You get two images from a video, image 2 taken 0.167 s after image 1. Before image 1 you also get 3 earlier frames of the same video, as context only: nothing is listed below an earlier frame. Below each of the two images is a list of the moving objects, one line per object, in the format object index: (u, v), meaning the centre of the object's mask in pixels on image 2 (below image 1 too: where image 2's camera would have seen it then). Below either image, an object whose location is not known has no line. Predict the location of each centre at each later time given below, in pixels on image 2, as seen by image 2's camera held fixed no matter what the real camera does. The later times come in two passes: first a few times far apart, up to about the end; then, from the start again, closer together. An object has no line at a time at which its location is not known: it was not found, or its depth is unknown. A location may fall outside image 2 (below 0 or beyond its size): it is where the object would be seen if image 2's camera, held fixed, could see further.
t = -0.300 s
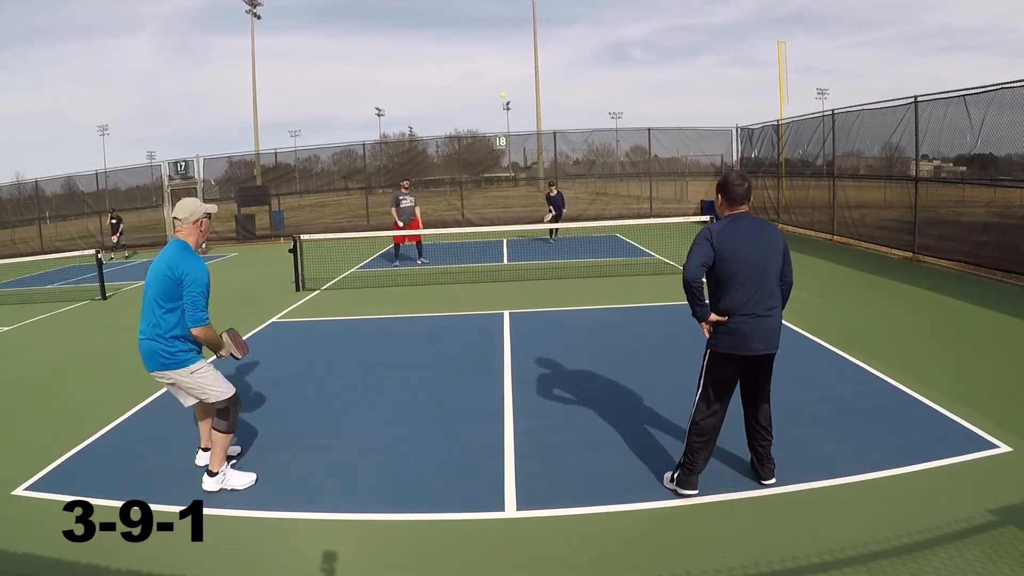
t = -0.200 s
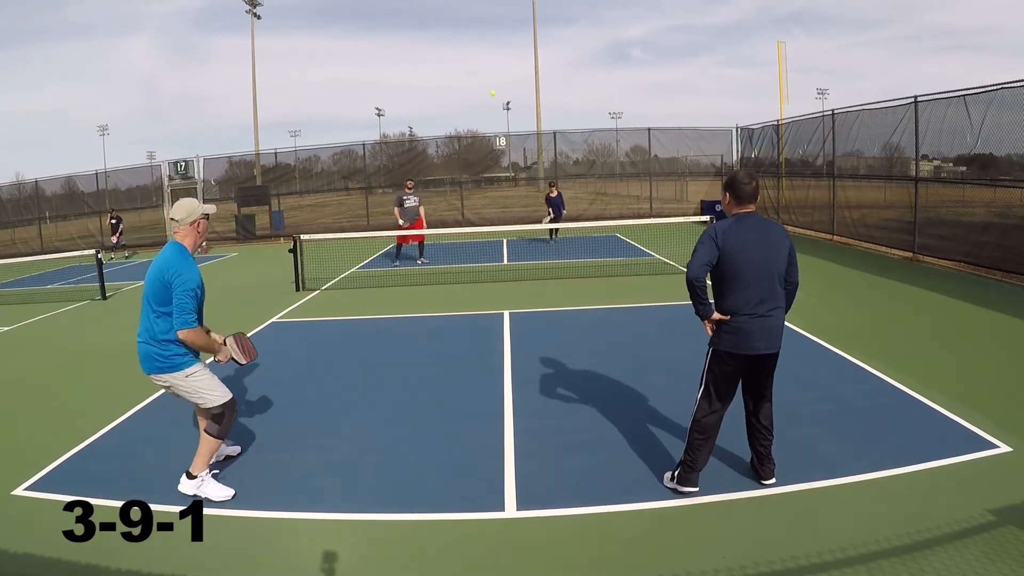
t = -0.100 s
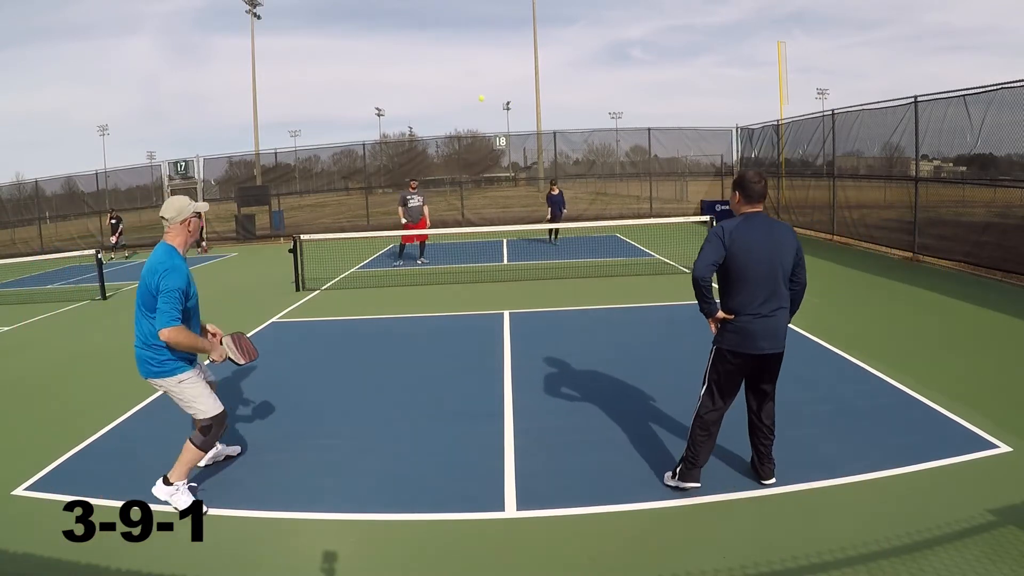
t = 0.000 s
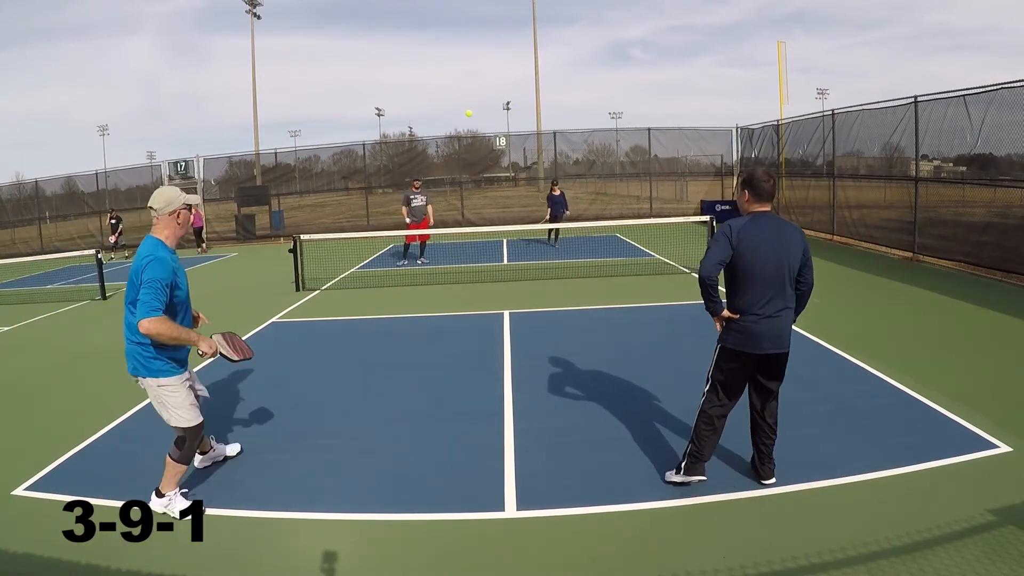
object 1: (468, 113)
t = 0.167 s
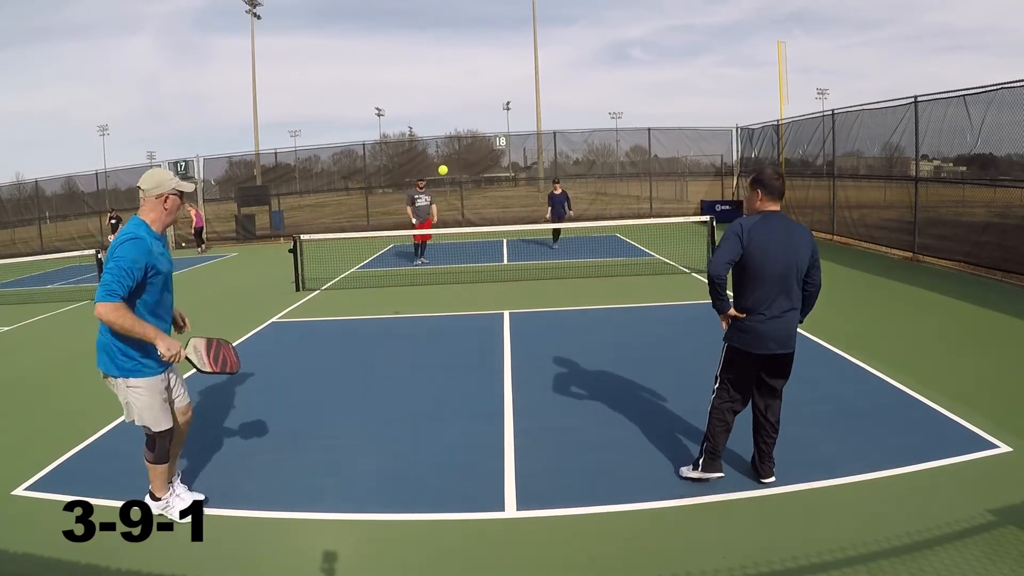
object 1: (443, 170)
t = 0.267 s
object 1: (423, 232)
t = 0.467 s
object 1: (379, 452)
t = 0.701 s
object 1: (334, 371)
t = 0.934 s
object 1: (284, 350)
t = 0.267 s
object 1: (423, 232)
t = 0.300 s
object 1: (417, 259)
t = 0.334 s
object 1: (409, 290)
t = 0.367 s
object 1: (402, 324)
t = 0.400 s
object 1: (394, 363)
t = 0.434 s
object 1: (387, 406)
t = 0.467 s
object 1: (379, 452)
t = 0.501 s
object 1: (372, 458)
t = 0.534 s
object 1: (366, 441)
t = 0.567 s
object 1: (360, 425)
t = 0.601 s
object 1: (353, 410)
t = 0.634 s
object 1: (347, 396)
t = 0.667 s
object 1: (340, 383)
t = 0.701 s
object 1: (334, 371)
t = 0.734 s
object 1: (327, 362)
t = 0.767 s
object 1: (320, 354)
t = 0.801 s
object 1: (313, 348)
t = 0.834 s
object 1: (306, 344)
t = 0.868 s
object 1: (299, 343)
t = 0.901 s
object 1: (292, 345)
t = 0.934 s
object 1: (284, 350)
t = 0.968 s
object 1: (277, 358)
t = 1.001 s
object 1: (270, 370)
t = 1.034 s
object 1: (262, 387)
